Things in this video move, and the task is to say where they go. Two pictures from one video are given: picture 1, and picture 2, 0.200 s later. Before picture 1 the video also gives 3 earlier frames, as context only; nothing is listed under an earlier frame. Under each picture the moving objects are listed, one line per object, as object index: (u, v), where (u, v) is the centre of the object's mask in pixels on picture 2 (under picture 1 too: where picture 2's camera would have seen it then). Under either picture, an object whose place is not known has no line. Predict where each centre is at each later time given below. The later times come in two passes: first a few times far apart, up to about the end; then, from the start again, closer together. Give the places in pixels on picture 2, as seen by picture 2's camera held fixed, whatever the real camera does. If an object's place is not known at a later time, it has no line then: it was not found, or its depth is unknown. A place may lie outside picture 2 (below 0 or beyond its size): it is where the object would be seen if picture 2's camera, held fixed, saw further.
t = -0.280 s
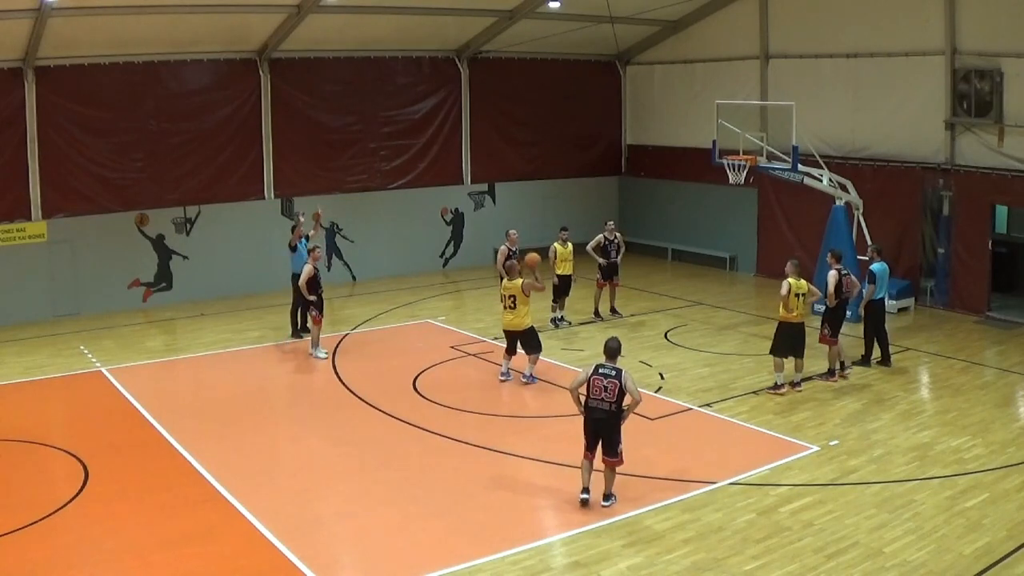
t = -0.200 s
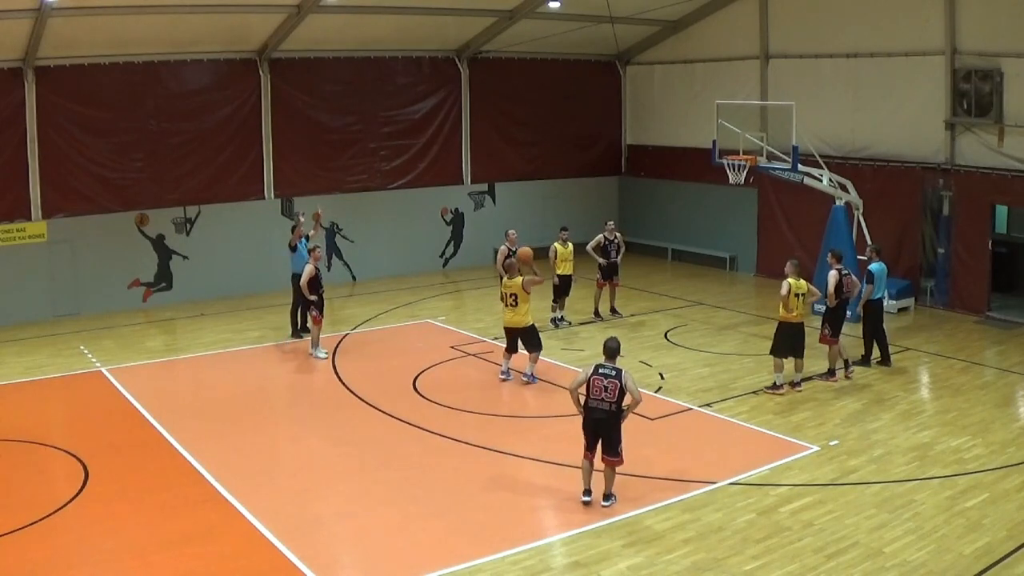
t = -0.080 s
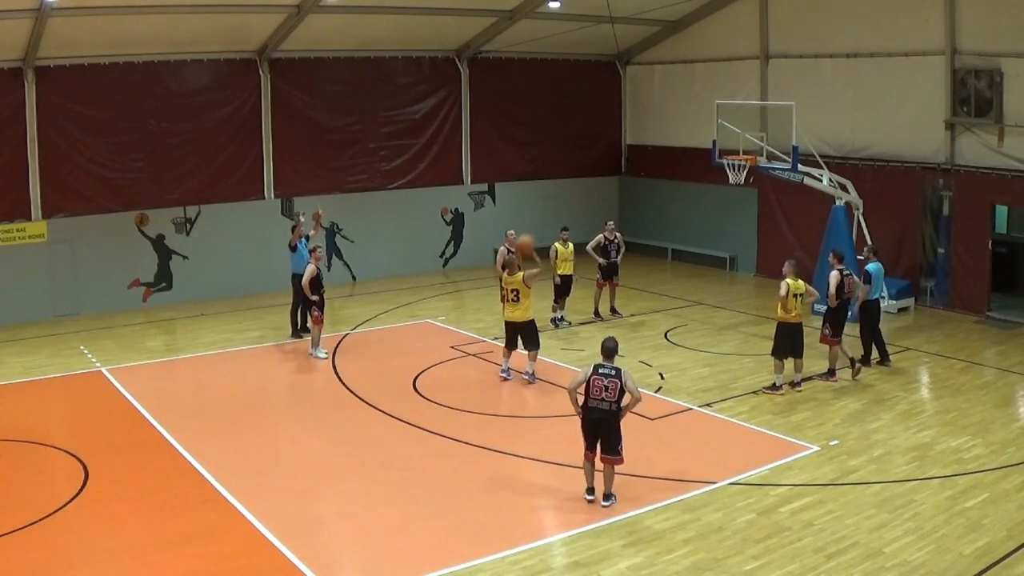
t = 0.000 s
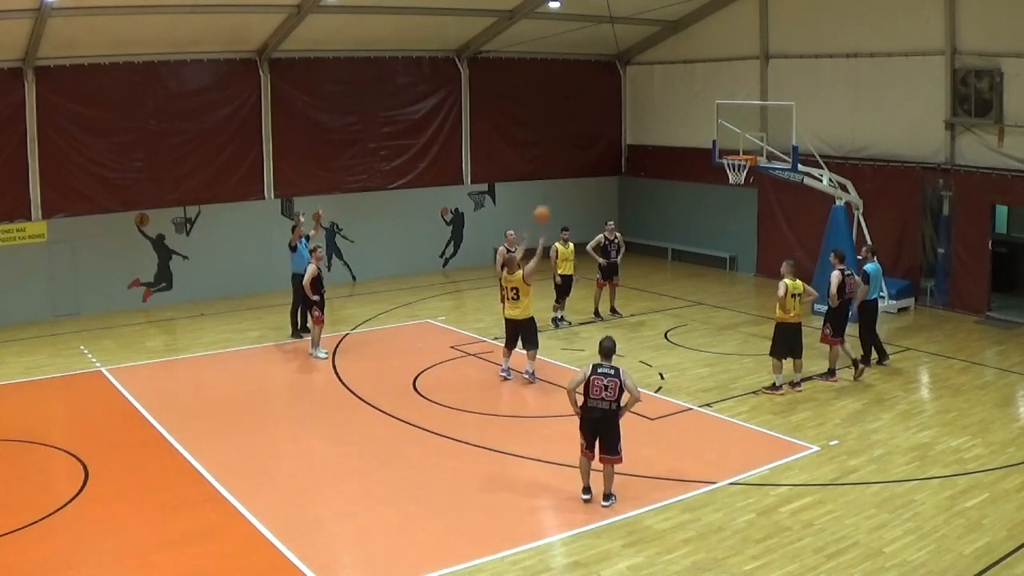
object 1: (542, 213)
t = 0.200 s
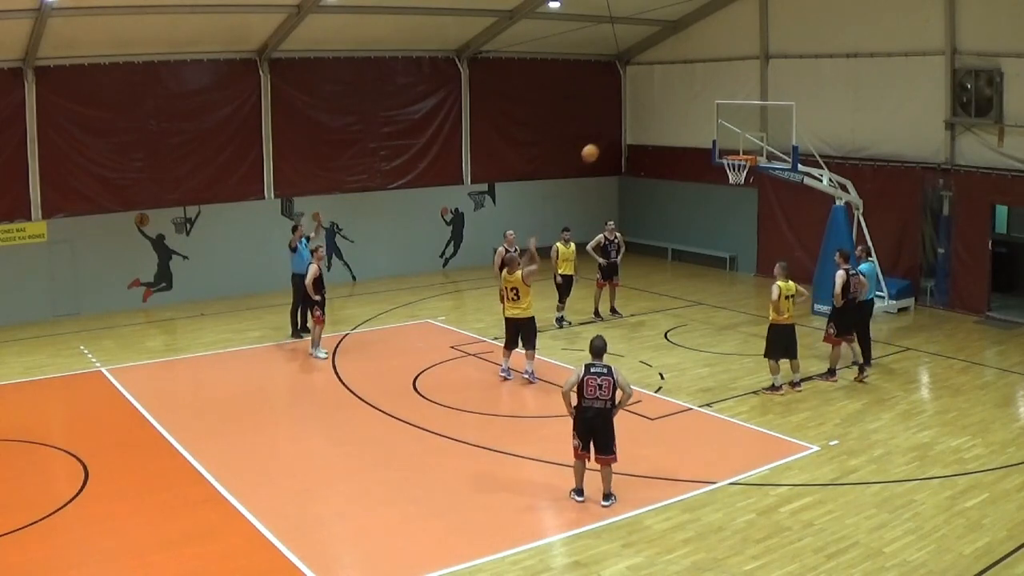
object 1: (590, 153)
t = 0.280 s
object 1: (608, 136)
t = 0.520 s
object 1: (661, 114)
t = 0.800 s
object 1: (715, 134)
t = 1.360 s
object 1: (730, 134)
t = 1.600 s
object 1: (719, 169)
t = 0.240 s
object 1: (599, 144)
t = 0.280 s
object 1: (608, 136)
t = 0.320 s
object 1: (617, 130)
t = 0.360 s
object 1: (626, 124)
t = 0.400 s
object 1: (635, 120)
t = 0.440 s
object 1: (644, 116)
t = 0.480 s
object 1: (652, 115)
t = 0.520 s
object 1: (661, 114)
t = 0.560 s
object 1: (669, 114)
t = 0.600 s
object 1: (677, 115)
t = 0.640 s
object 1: (685, 117)
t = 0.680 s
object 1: (692, 120)
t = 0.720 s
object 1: (700, 124)
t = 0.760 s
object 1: (708, 129)
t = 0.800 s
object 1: (715, 134)
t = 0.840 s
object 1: (723, 141)
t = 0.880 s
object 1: (728, 147)
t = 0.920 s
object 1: (736, 151)
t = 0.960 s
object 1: (744, 151)
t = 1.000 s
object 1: (744, 147)
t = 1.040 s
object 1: (743, 142)
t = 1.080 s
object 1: (742, 138)
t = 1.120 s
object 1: (740, 135)
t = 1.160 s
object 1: (738, 132)
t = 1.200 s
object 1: (736, 131)
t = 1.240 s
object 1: (735, 129)
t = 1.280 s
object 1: (733, 130)
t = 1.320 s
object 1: (732, 131)
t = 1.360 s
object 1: (730, 134)
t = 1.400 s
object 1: (729, 136)
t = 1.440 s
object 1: (726, 140)
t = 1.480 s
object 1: (724, 146)
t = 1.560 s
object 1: (721, 160)
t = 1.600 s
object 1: (719, 169)
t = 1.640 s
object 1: (717, 178)
